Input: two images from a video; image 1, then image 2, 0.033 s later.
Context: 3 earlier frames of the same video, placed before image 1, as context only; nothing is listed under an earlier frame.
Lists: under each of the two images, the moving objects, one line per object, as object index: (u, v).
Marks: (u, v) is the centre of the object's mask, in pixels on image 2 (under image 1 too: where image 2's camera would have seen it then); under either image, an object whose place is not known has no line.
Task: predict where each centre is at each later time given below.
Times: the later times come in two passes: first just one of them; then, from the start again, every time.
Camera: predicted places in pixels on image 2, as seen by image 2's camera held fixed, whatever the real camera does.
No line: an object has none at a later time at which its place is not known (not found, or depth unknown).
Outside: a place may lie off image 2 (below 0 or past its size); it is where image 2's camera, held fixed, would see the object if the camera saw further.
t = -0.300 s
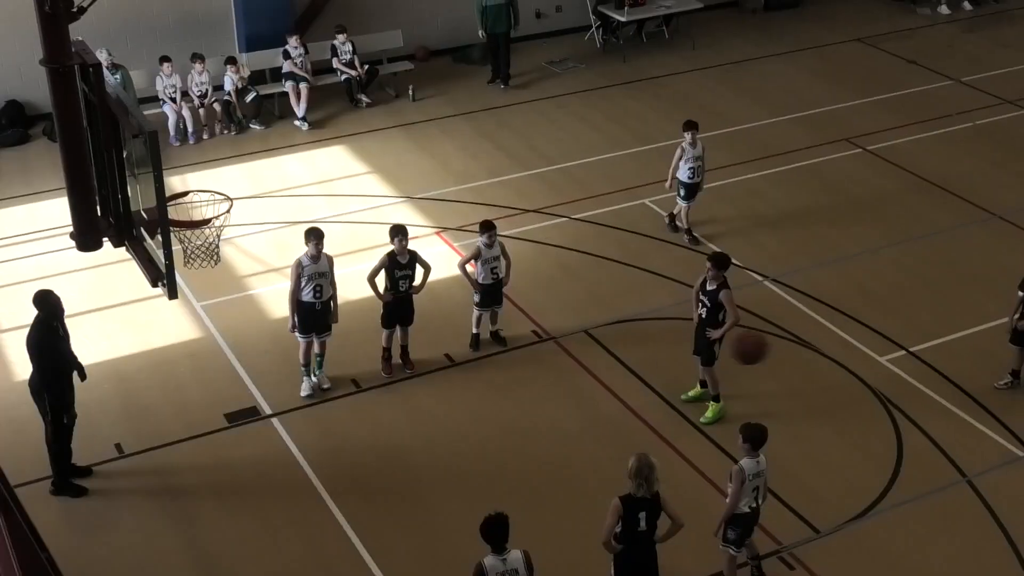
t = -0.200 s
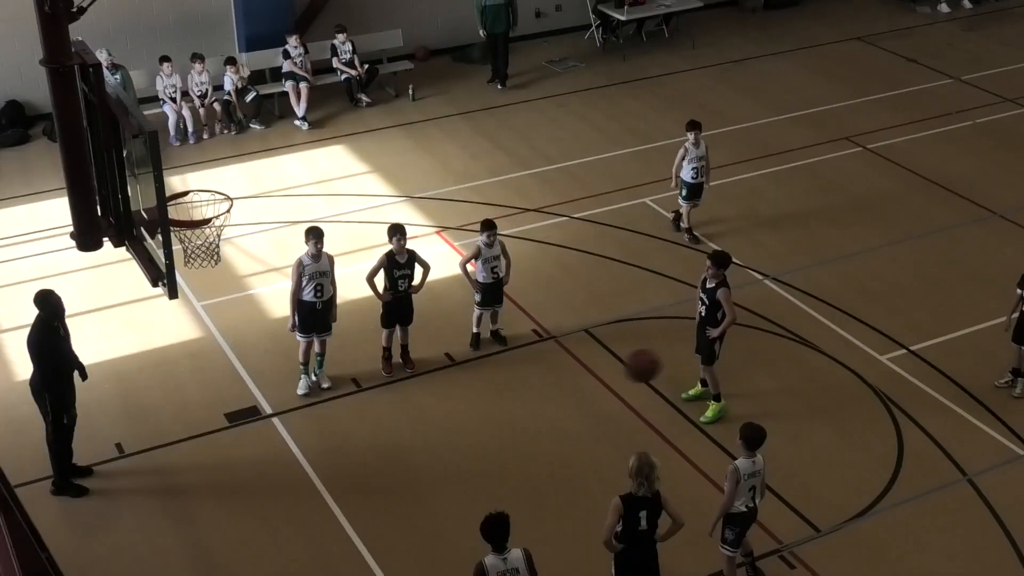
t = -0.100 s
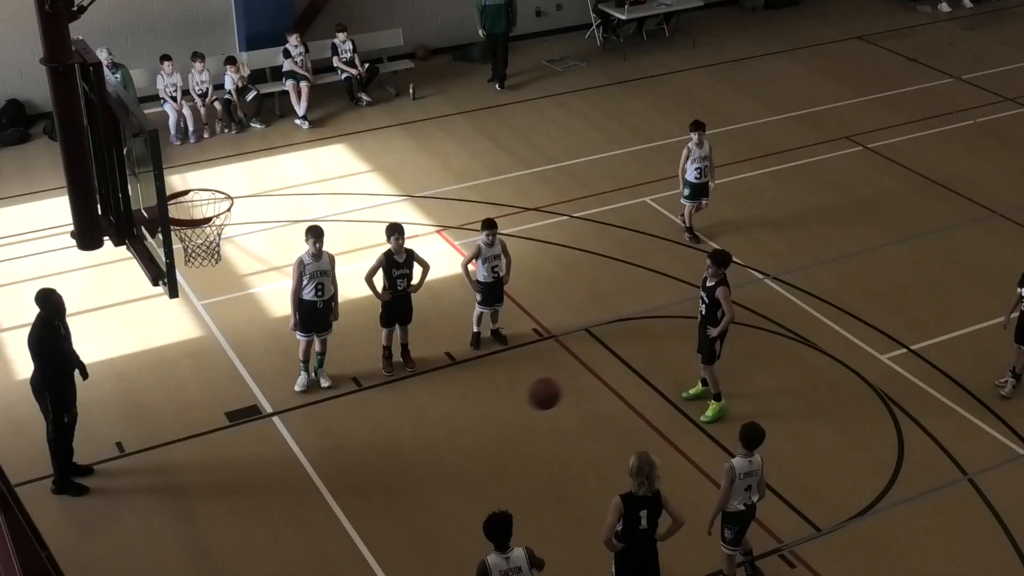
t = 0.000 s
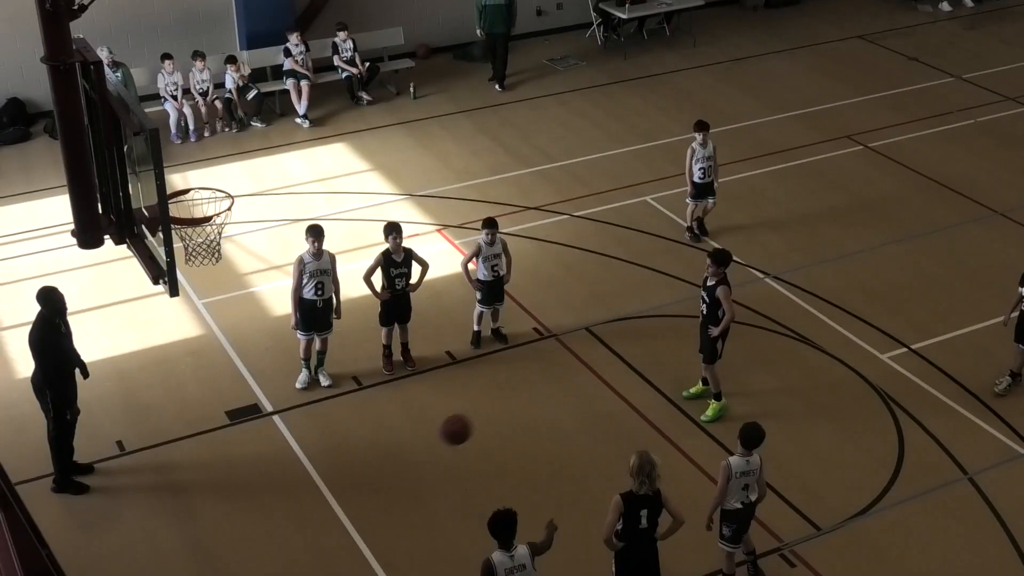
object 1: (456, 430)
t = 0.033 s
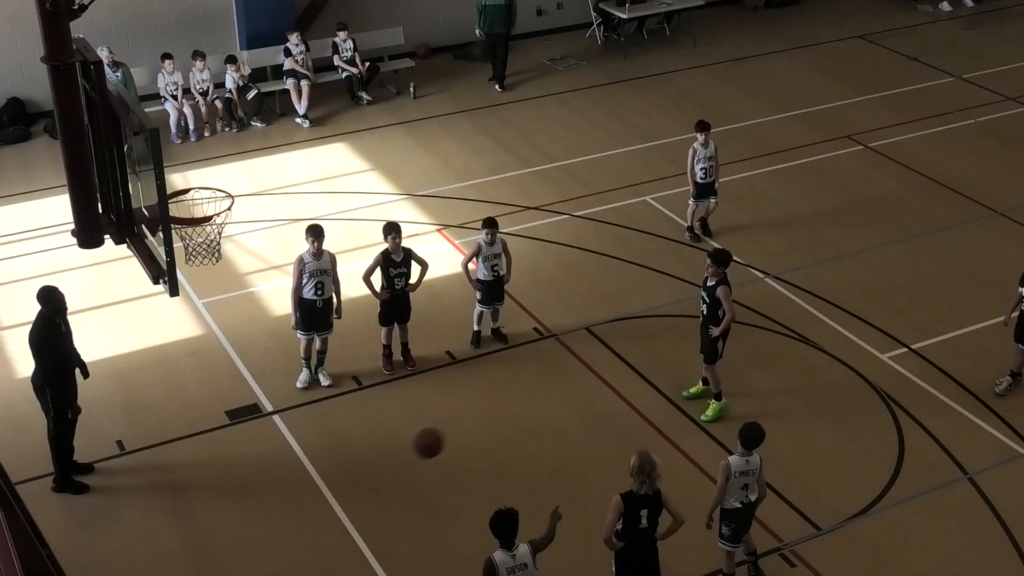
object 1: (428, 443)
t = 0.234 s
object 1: (299, 469)
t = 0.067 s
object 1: (402, 457)
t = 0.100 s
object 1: (376, 472)
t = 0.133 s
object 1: (352, 487)
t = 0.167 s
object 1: (327, 505)
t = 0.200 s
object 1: (312, 488)
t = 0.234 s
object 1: (299, 469)
